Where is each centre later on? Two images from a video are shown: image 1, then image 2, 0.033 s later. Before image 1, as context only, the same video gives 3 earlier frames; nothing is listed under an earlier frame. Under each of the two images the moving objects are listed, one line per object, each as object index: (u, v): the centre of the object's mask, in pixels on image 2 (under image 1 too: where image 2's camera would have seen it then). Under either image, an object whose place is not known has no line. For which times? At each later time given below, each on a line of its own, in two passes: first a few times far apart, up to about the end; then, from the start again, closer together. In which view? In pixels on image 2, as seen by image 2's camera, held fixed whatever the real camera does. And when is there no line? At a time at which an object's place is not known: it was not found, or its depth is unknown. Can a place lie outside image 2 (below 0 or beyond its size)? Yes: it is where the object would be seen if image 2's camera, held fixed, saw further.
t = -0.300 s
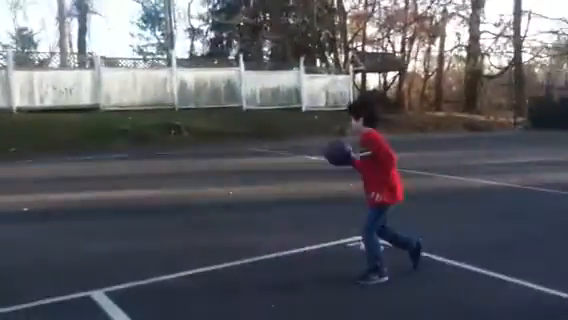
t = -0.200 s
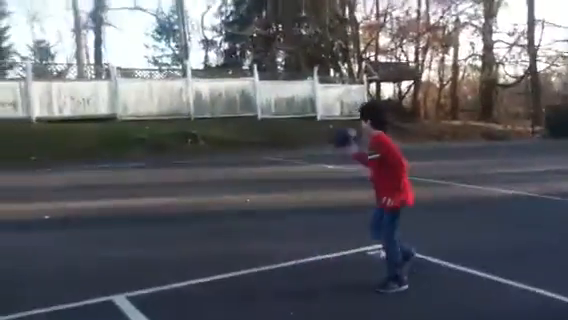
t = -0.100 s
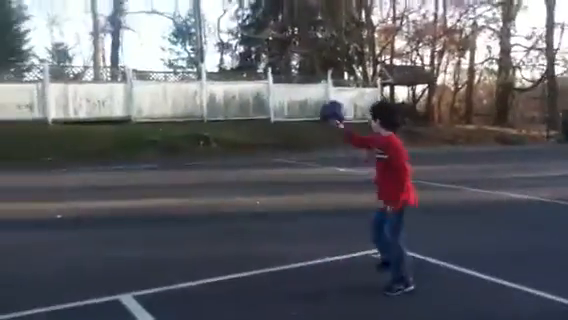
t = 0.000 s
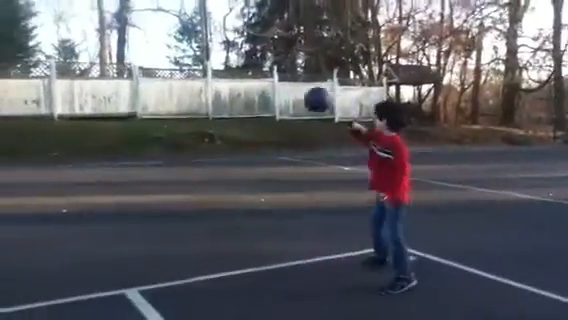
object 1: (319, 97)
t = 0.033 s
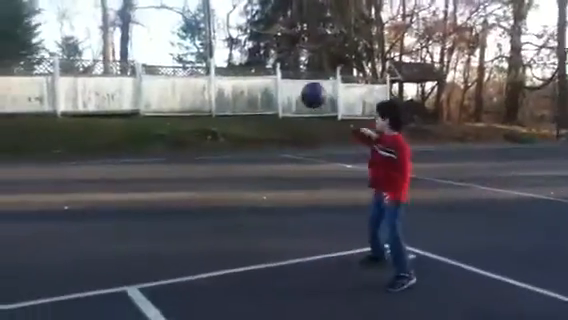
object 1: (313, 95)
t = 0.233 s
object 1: (275, 112)
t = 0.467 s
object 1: (243, 185)
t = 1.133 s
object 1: (220, 186)
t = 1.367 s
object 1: (222, 210)
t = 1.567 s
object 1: (217, 193)
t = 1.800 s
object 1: (215, 219)
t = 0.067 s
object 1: (306, 95)
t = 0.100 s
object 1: (300, 95)
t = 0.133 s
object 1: (294, 97)
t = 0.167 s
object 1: (288, 101)
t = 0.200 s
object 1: (281, 106)
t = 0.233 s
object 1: (275, 112)
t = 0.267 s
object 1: (269, 118)
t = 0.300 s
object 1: (267, 125)
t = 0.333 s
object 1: (261, 134)
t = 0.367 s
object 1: (256, 148)
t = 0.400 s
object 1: (250, 159)
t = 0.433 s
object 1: (245, 172)
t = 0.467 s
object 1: (243, 185)
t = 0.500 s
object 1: (237, 198)
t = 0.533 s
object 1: (239, 215)
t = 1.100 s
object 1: (219, 180)
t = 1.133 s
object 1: (220, 186)
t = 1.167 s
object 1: (222, 193)
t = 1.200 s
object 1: (222, 198)
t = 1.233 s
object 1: (221, 206)
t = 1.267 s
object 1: (222, 215)
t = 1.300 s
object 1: (222, 221)
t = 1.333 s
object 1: (222, 215)
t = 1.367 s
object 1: (222, 210)
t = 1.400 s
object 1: (221, 203)
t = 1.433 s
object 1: (221, 199)
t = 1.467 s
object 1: (221, 197)
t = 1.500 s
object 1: (220, 194)
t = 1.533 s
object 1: (217, 193)
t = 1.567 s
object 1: (217, 193)
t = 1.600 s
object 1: (216, 192)
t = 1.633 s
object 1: (214, 194)
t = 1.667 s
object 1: (216, 198)
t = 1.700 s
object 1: (217, 201)
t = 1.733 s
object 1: (219, 207)
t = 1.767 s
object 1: (218, 213)
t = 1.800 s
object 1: (215, 219)
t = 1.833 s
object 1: (214, 215)
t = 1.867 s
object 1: (214, 210)
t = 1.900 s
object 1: (212, 207)
